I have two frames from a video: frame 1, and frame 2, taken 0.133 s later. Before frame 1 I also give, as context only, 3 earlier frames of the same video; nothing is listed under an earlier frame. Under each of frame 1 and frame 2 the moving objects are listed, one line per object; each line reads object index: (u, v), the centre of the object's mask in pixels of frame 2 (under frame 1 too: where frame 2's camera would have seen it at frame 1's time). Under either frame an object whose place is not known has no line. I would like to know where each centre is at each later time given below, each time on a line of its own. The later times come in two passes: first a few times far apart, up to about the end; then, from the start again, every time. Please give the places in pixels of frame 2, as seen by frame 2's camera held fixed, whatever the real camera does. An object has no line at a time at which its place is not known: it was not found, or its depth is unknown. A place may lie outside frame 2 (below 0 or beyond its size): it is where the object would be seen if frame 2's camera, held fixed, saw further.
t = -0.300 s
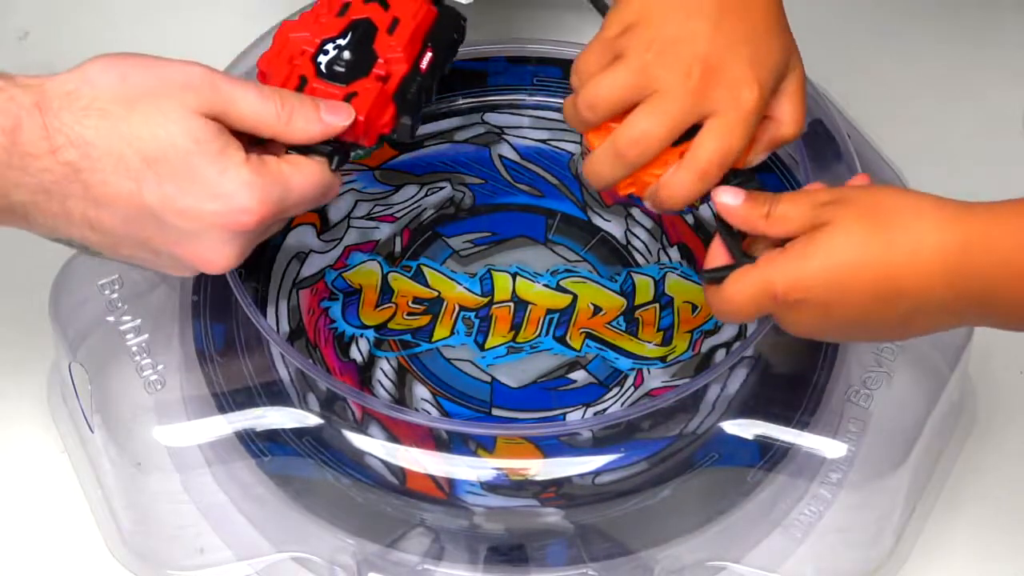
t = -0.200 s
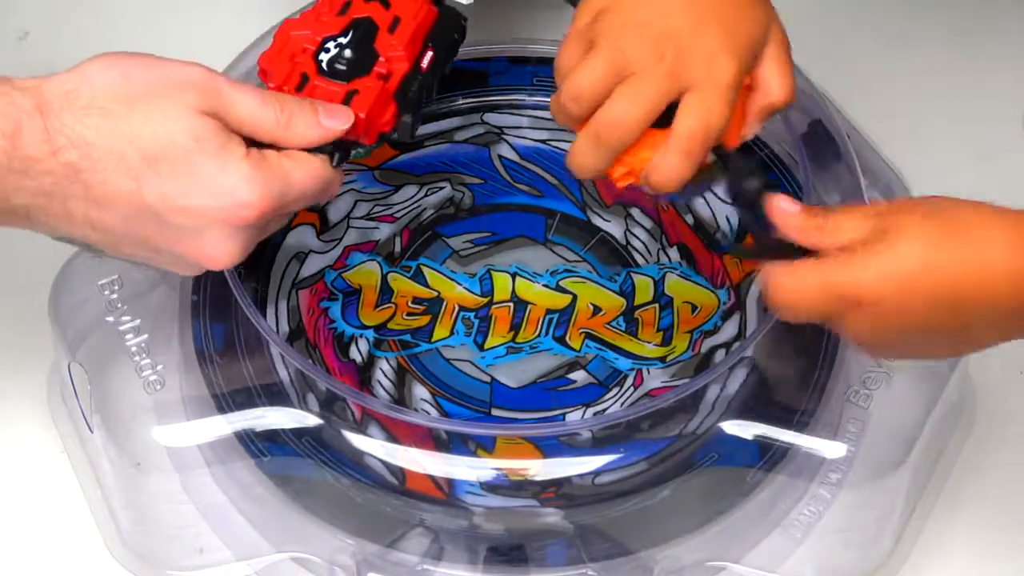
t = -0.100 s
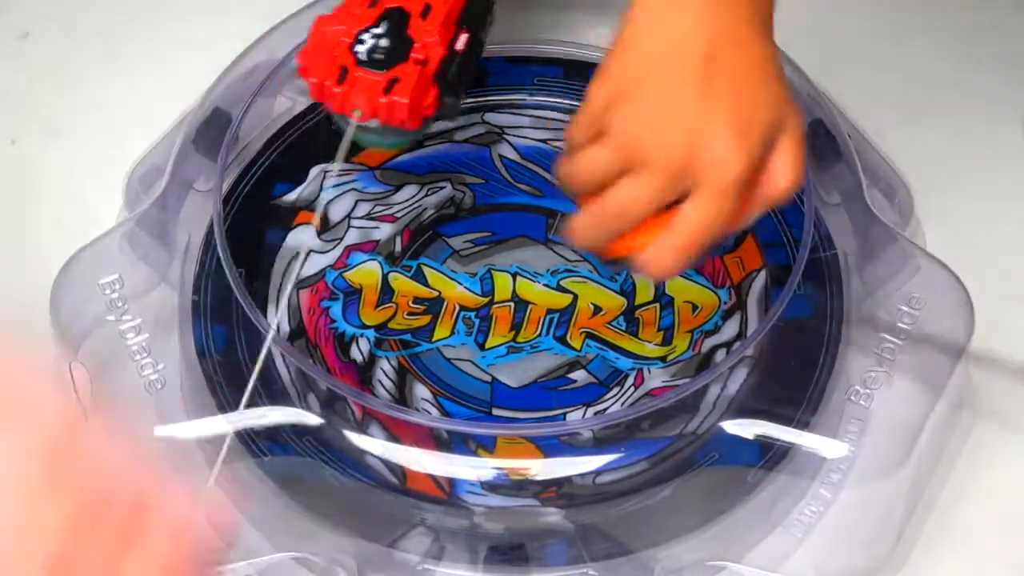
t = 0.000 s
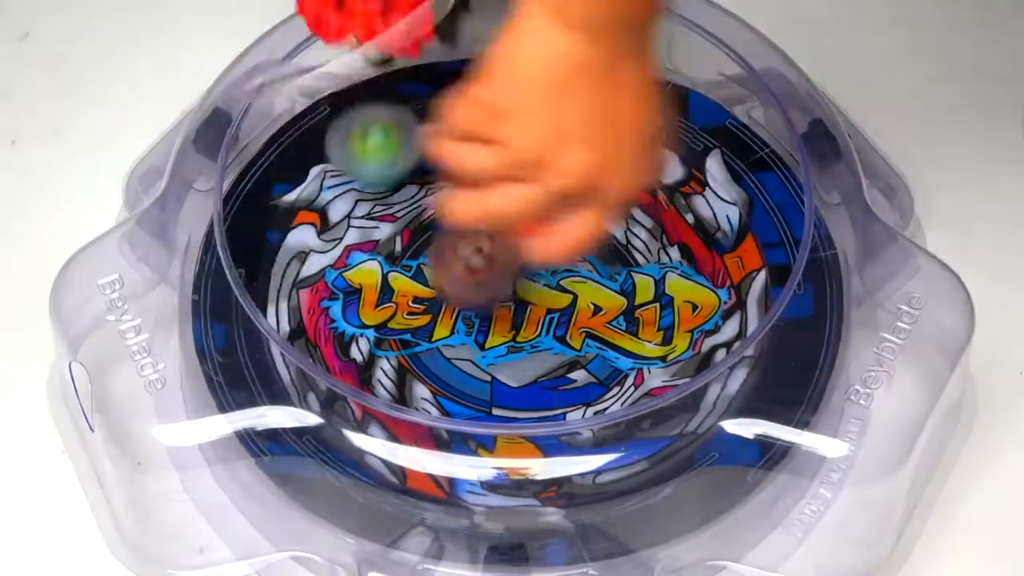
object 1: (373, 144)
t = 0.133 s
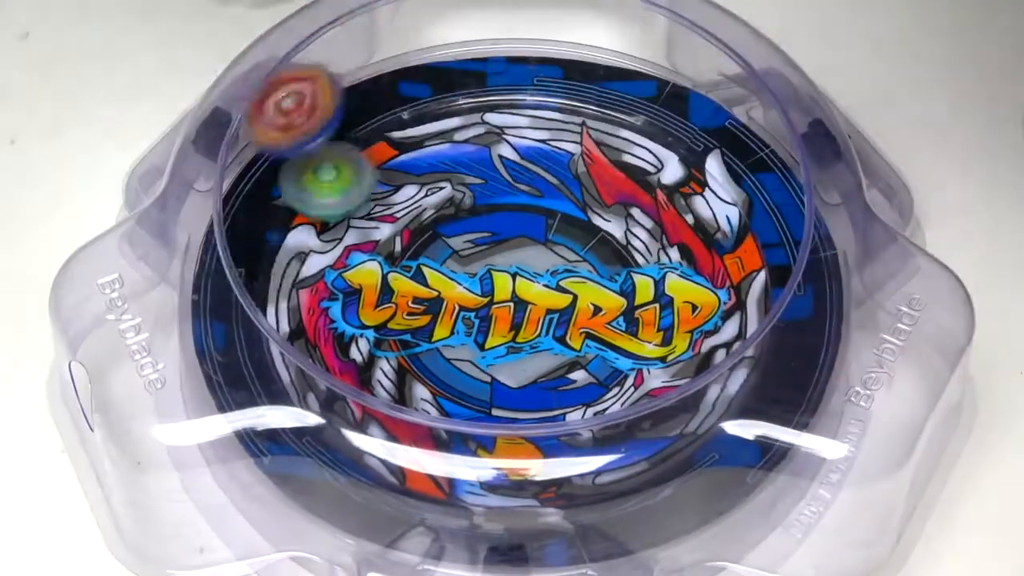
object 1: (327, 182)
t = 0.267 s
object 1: (223, 286)
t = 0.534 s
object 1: (186, 518)
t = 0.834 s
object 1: (116, 378)
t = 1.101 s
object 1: (113, 369)
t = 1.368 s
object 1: (112, 360)
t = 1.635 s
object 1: (112, 362)
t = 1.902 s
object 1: (113, 367)
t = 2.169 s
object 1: (111, 359)
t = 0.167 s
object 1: (313, 190)
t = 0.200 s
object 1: (281, 220)
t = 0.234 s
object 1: (255, 249)
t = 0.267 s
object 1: (223, 286)
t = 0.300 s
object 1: (198, 312)
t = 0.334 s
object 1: (188, 326)
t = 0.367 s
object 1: (192, 361)
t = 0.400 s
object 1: (167, 395)
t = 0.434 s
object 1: (148, 439)
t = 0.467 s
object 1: (173, 507)
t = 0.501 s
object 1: (177, 516)
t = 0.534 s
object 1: (186, 518)
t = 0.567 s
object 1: (172, 518)
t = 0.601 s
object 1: (169, 499)
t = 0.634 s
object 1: (155, 481)
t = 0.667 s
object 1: (148, 456)
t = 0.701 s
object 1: (142, 437)
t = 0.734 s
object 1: (134, 418)
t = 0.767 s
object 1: (126, 401)
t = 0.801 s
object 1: (121, 391)
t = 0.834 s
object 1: (116, 378)
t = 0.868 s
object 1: (115, 370)
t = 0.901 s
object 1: (113, 366)
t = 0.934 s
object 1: (114, 367)
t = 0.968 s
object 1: (114, 371)
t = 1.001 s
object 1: (114, 372)
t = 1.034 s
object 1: (115, 372)
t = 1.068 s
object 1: (114, 371)
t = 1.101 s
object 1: (113, 369)
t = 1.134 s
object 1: (114, 368)
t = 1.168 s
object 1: (114, 367)
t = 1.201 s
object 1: (114, 366)
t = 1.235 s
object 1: (114, 365)
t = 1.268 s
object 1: (113, 363)
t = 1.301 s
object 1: (112, 362)
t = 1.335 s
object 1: (112, 361)
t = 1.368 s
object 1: (112, 360)
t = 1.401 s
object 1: (112, 360)
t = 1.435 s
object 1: (112, 360)
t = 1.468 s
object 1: (110, 359)
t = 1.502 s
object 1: (110, 359)
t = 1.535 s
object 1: (110, 358)
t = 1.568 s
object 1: (110, 358)
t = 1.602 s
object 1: (111, 359)
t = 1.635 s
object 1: (112, 362)
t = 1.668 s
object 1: (113, 366)
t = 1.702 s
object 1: (114, 368)
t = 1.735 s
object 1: (114, 370)
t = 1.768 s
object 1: (114, 371)
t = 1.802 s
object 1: (115, 371)
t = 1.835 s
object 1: (114, 371)
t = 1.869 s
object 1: (114, 370)
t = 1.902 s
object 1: (113, 367)
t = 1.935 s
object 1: (114, 366)
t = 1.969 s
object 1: (112, 361)
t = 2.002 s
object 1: (112, 360)
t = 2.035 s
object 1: (111, 359)
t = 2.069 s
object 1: (111, 358)
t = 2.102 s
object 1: (111, 358)
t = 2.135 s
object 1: (112, 359)
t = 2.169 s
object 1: (111, 359)
